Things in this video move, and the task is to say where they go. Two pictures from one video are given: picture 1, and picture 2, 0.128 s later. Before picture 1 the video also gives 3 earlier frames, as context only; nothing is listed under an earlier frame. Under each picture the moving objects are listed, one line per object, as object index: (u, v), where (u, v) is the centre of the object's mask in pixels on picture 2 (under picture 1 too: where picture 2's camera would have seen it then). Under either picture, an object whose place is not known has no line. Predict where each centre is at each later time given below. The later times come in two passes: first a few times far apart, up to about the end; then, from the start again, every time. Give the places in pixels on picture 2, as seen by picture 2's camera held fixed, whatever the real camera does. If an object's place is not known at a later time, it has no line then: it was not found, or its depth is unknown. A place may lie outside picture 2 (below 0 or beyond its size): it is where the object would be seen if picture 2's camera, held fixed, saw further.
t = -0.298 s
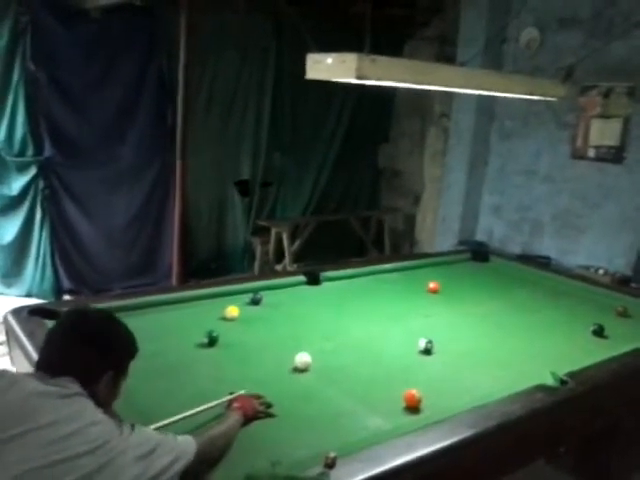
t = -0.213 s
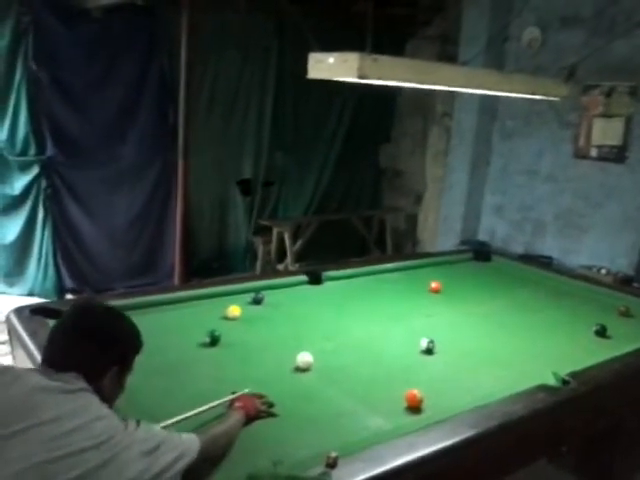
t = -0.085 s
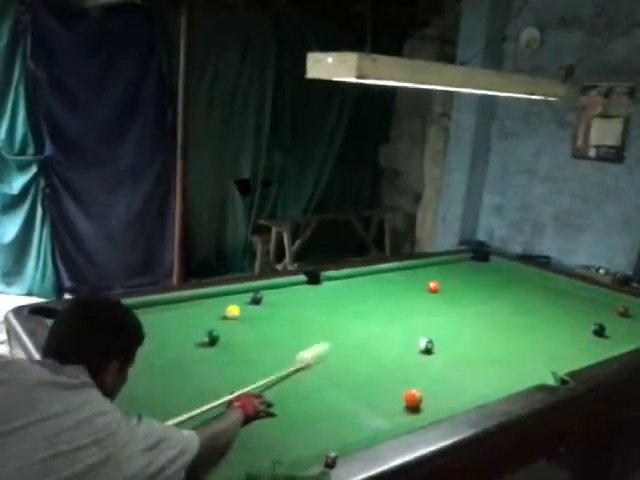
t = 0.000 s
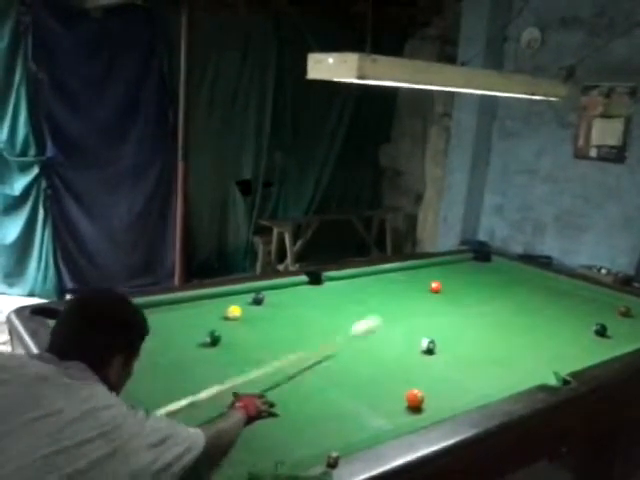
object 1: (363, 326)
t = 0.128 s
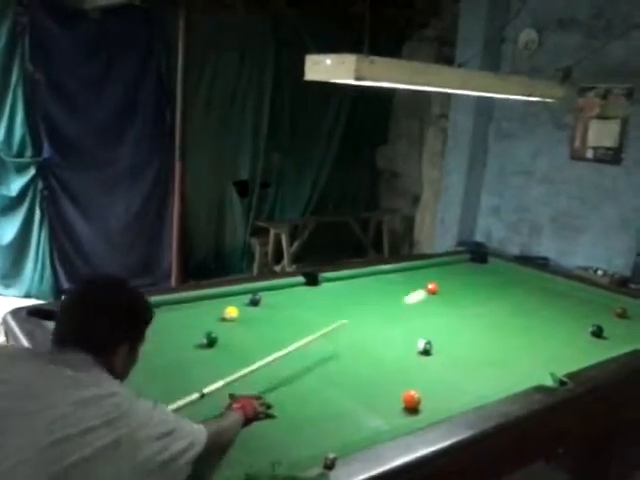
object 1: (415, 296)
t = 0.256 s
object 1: (432, 290)
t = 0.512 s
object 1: (435, 293)
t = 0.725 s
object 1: (437, 295)
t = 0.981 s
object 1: (439, 298)
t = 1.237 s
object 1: (440, 300)
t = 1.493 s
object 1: (441, 302)
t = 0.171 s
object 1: (427, 290)
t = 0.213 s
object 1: (431, 290)
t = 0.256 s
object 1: (432, 290)
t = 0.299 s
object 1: (432, 291)
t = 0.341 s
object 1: (433, 291)
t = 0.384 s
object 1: (434, 292)
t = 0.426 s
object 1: (434, 292)
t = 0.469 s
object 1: (434, 293)
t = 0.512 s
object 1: (435, 293)
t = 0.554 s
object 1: (435, 294)
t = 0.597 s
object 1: (435, 294)
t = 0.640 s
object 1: (436, 295)
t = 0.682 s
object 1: (436, 295)
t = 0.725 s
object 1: (437, 295)
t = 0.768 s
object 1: (437, 296)
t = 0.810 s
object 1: (437, 296)
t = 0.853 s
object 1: (438, 296)
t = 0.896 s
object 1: (438, 297)
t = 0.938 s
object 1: (438, 297)
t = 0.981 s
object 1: (439, 298)
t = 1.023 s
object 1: (439, 298)
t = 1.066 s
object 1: (439, 299)
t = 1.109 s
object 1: (439, 299)
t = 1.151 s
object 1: (439, 299)
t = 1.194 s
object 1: (440, 300)
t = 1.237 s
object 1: (440, 300)
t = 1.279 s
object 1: (440, 300)
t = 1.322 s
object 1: (440, 301)
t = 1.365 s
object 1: (441, 301)
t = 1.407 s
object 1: (441, 301)
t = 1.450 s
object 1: (441, 302)
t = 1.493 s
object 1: (441, 302)
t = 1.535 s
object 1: (441, 302)
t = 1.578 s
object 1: (441, 303)
